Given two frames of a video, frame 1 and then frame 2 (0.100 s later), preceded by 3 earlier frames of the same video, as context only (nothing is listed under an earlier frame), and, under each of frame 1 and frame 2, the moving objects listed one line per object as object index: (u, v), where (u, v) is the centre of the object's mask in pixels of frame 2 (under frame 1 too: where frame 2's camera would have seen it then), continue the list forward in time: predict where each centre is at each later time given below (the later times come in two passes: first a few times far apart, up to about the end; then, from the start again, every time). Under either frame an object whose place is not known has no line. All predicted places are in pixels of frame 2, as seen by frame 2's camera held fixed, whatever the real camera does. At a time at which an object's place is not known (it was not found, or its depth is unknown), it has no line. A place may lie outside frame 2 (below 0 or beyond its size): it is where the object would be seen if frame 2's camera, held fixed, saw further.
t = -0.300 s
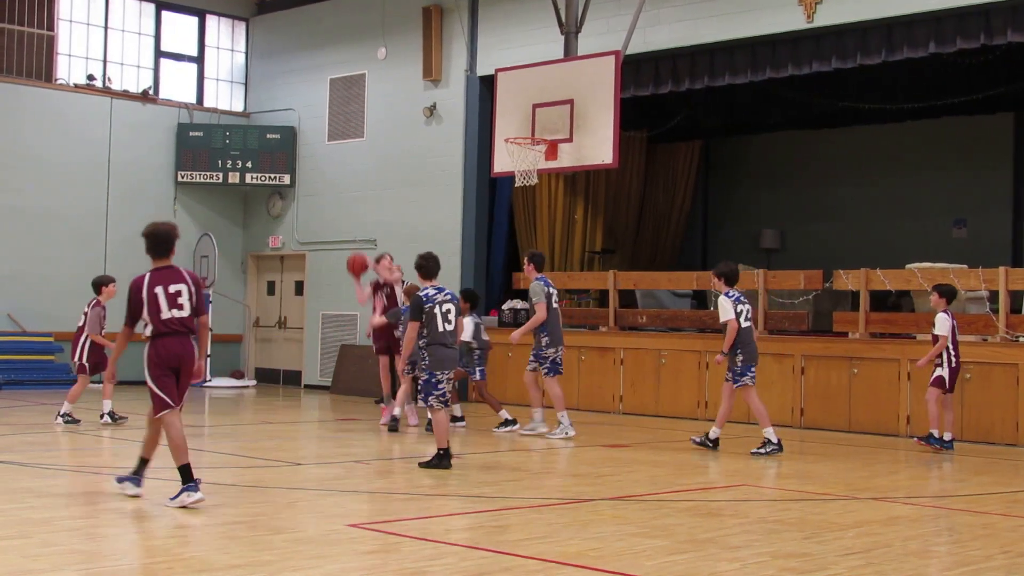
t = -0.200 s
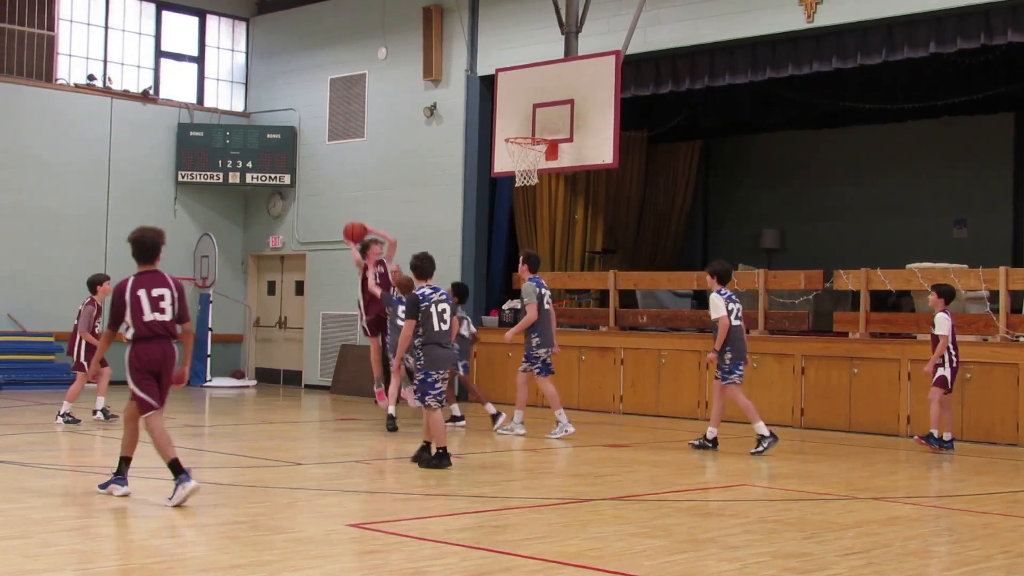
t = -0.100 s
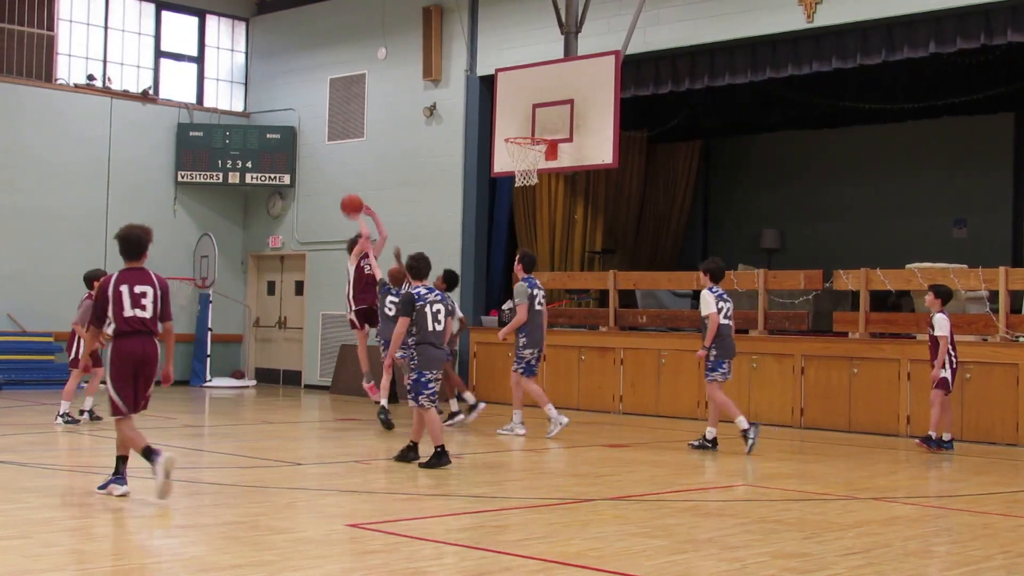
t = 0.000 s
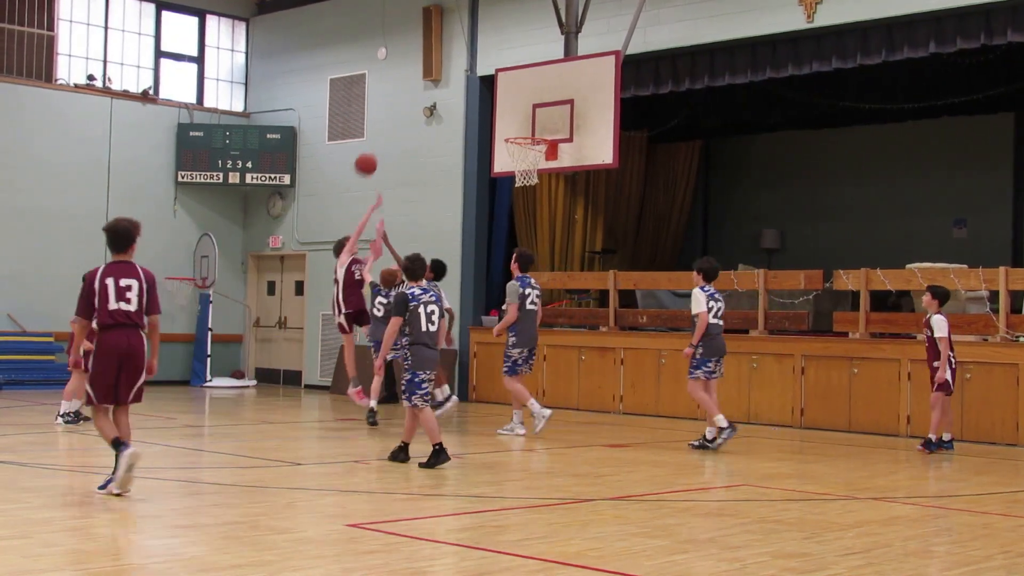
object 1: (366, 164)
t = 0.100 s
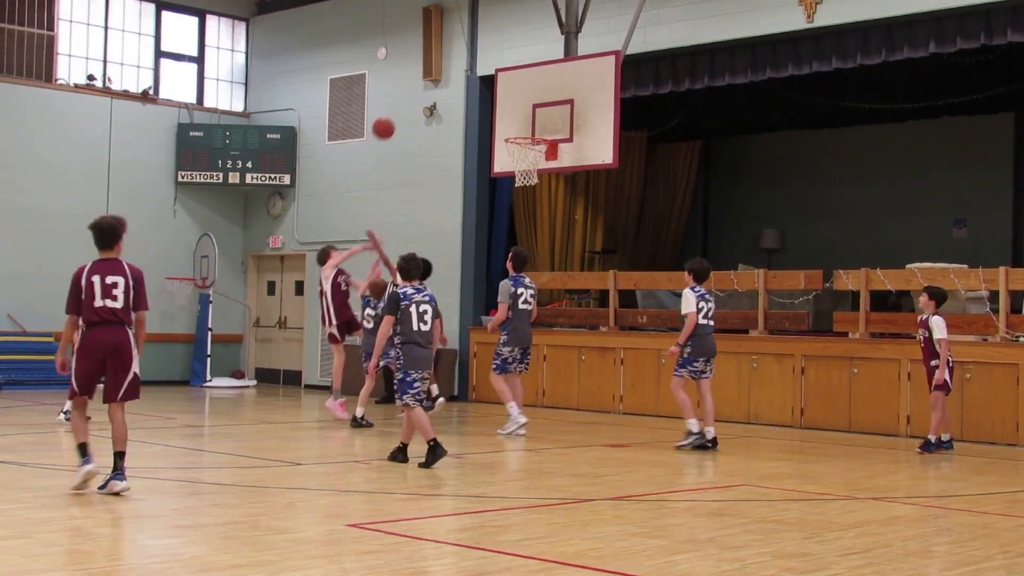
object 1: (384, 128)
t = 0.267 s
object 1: (411, 89)
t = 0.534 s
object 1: (454, 78)
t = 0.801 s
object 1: (493, 130)
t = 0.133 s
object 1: (389, 118)
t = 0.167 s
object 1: (395, 109)
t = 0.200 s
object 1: (401, 101)
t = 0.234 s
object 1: (406, 94)
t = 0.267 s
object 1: (411, 89)
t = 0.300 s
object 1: (417, 84)
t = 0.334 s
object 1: (422, 81)
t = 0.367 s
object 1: (428, 78)
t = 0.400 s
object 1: (433, 76)
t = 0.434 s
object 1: (438, 75)
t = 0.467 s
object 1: (444, 75)
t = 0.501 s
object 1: (449, 76)
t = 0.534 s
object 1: (454, 78)
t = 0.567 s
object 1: (459, 81)
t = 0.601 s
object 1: (464, 86)
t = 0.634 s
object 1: (469, 91)
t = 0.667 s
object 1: (474, 97)
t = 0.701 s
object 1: (479, 103)
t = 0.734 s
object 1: (484, 111)
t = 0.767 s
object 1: (488, 120)
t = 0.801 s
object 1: (493, 130)
